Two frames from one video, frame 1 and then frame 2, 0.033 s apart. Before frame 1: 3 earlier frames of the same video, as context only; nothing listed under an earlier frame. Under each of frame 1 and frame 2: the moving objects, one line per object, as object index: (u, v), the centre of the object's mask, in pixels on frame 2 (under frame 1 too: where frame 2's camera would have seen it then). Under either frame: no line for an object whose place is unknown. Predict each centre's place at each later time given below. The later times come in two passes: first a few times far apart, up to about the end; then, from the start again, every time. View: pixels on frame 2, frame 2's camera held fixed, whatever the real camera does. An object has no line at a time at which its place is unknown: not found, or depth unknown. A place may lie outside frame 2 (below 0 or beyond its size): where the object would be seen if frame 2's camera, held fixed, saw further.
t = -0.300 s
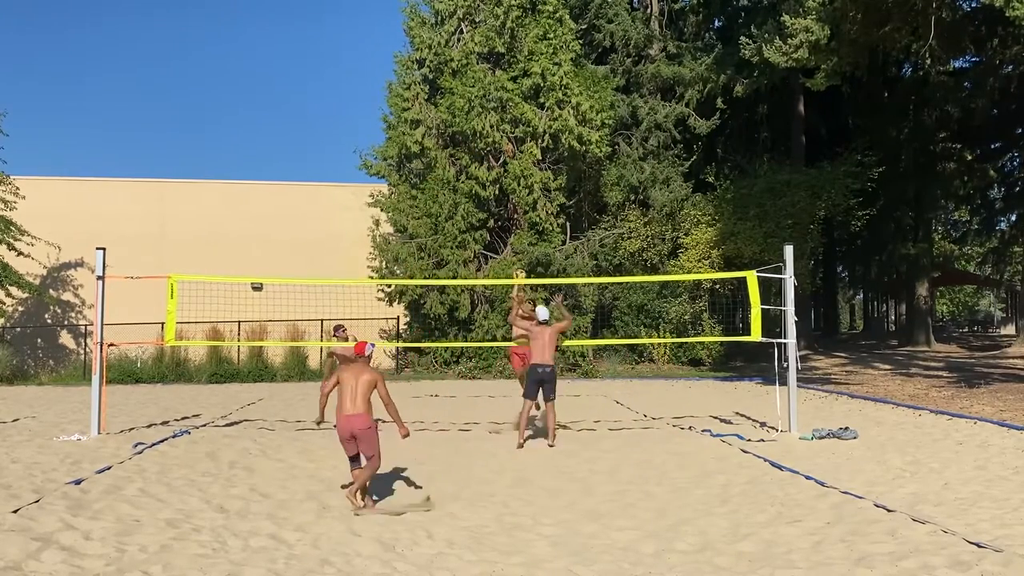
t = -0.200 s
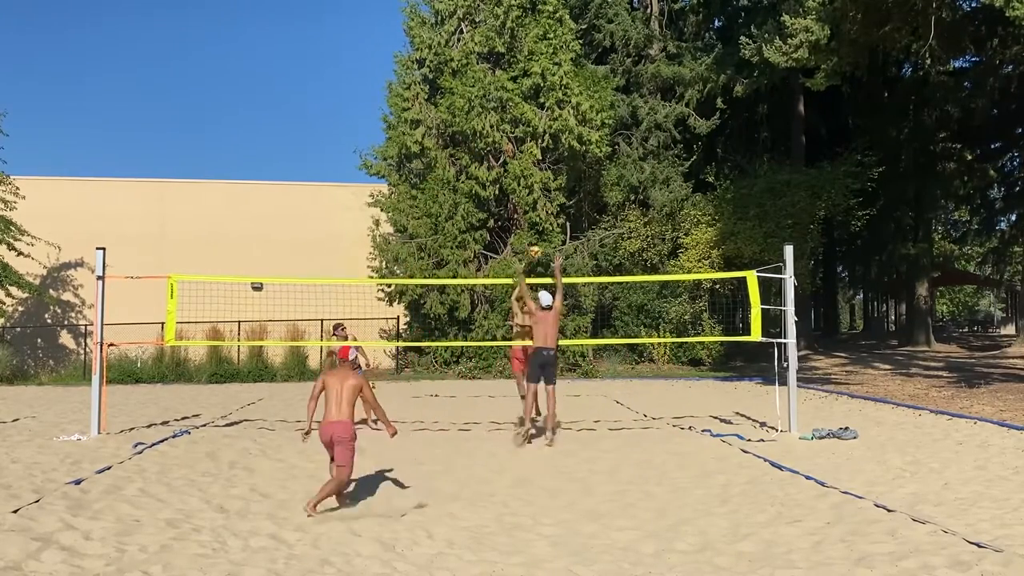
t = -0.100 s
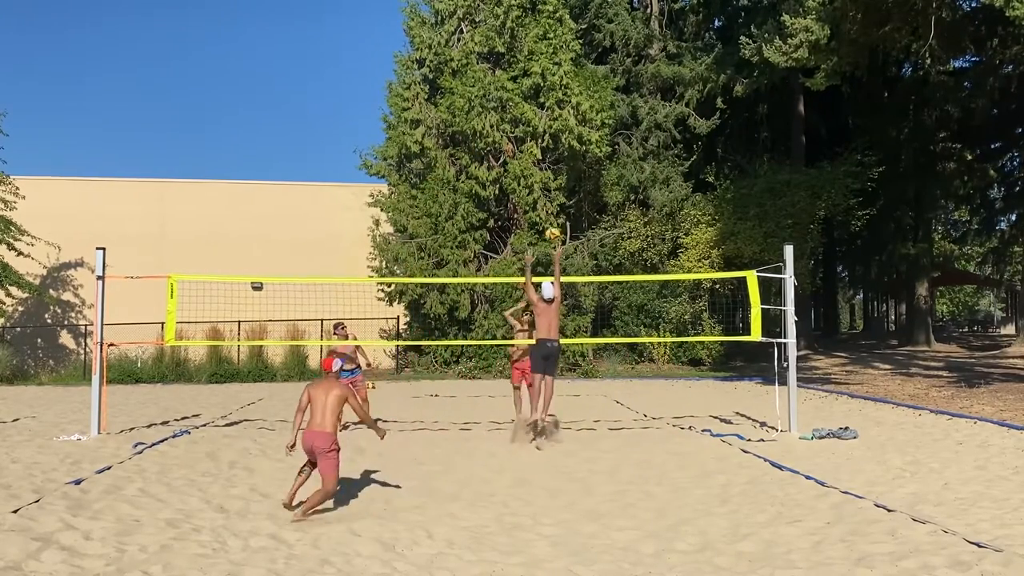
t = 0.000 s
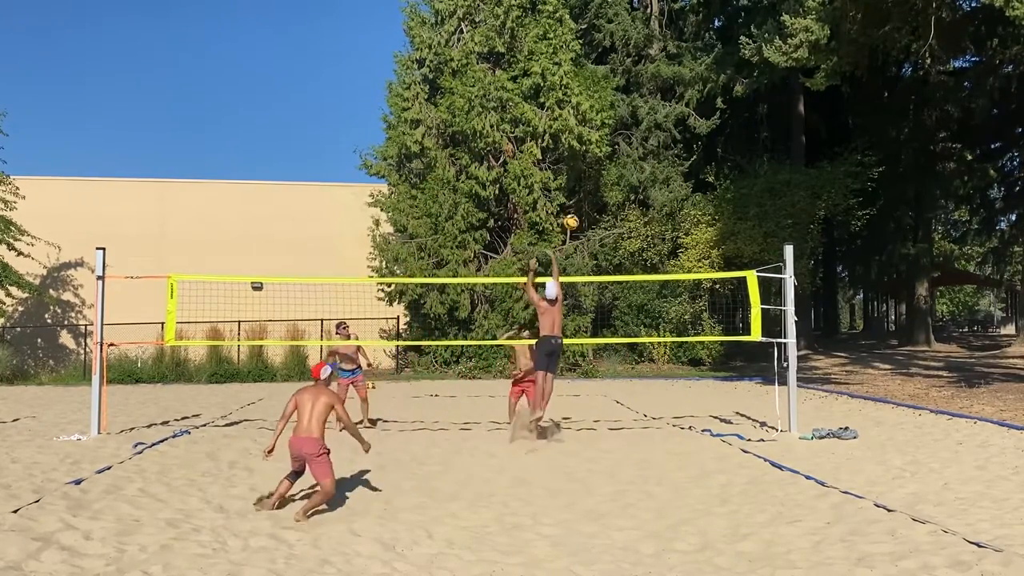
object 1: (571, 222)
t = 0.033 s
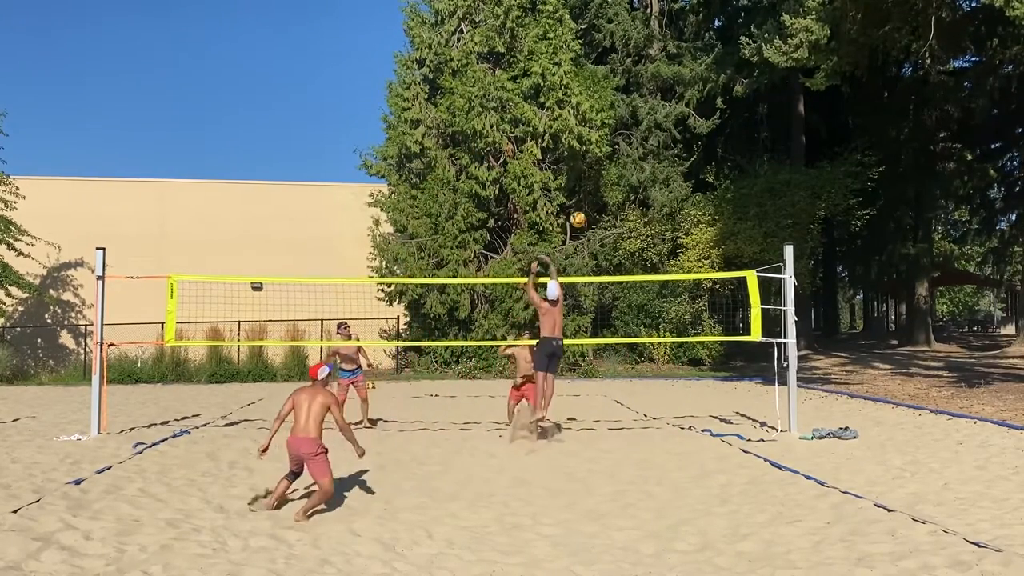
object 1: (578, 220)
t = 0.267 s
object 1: (629, 224)
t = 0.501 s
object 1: (691, 284)
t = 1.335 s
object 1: (995, 414)
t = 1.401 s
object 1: (1017, 424)
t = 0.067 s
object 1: (584, 218)
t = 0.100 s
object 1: (591, 217)
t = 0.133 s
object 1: (597, 216)
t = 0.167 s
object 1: (606, 216)
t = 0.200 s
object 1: (612, 218)
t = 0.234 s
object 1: (621, 221)
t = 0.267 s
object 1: (629, 224)
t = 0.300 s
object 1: (636, 229)
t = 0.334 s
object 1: (645, 235)
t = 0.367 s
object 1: (654, 242)
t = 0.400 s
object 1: (662, 251)
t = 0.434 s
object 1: (672, 260)
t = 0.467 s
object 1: (682, 270)
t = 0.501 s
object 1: (691, 284)
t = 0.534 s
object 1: (702, 297)
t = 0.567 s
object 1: (713, 312)
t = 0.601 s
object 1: (724, 329)
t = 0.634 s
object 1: (735, 350)
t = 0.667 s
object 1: (747, 369)
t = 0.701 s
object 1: (759, 392)
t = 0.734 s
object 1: (773, 418)
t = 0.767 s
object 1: (786, 443)
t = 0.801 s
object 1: (800, 474)
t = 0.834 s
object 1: (813, 507)
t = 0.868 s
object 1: (825, 508)
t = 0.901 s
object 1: (834, 494)
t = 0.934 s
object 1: (845, 481)
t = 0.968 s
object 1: (855, 469)
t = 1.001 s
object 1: (866, 457)
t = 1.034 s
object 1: (877, 447)
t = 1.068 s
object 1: (889, 438)
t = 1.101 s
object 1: (900, 430)
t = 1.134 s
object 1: (912, 423)
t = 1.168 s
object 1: (925, 418)
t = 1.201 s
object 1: (938, 414)
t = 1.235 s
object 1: (952, 413)
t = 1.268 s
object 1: (966, 411)
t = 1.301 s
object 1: (980, 412)
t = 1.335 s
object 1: (995, 414)
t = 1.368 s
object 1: (1009, 419)
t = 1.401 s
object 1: (1017, 424)
